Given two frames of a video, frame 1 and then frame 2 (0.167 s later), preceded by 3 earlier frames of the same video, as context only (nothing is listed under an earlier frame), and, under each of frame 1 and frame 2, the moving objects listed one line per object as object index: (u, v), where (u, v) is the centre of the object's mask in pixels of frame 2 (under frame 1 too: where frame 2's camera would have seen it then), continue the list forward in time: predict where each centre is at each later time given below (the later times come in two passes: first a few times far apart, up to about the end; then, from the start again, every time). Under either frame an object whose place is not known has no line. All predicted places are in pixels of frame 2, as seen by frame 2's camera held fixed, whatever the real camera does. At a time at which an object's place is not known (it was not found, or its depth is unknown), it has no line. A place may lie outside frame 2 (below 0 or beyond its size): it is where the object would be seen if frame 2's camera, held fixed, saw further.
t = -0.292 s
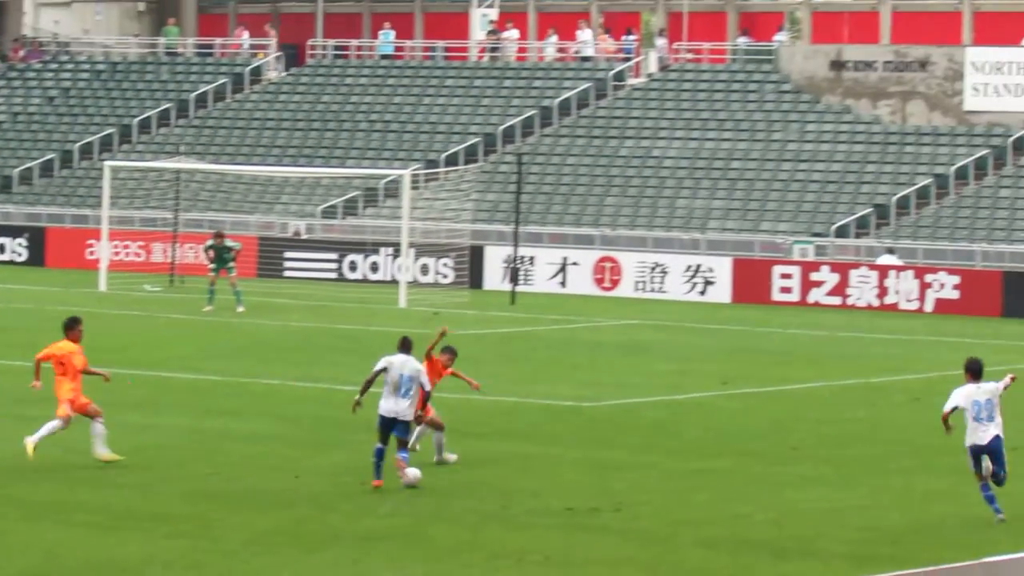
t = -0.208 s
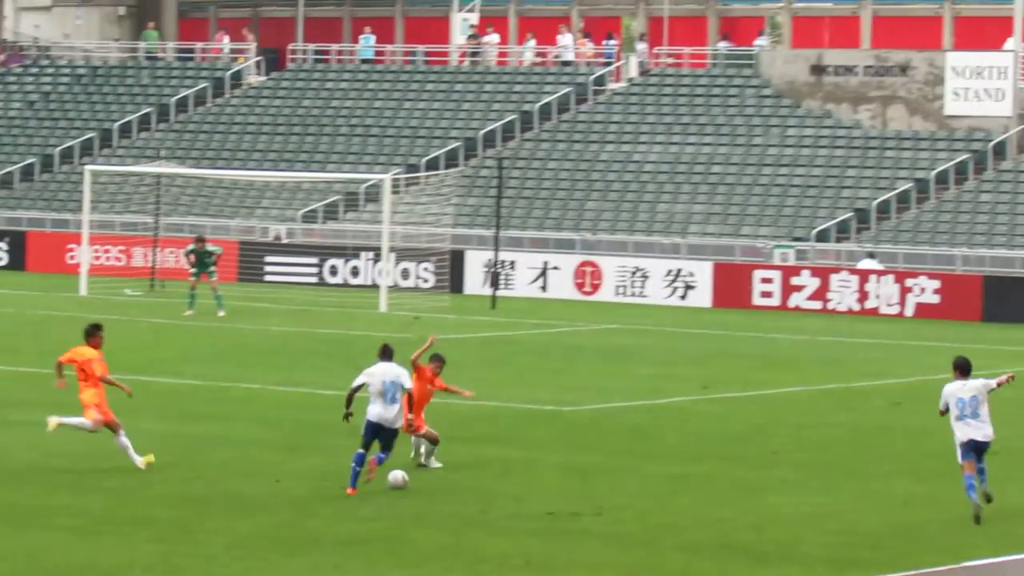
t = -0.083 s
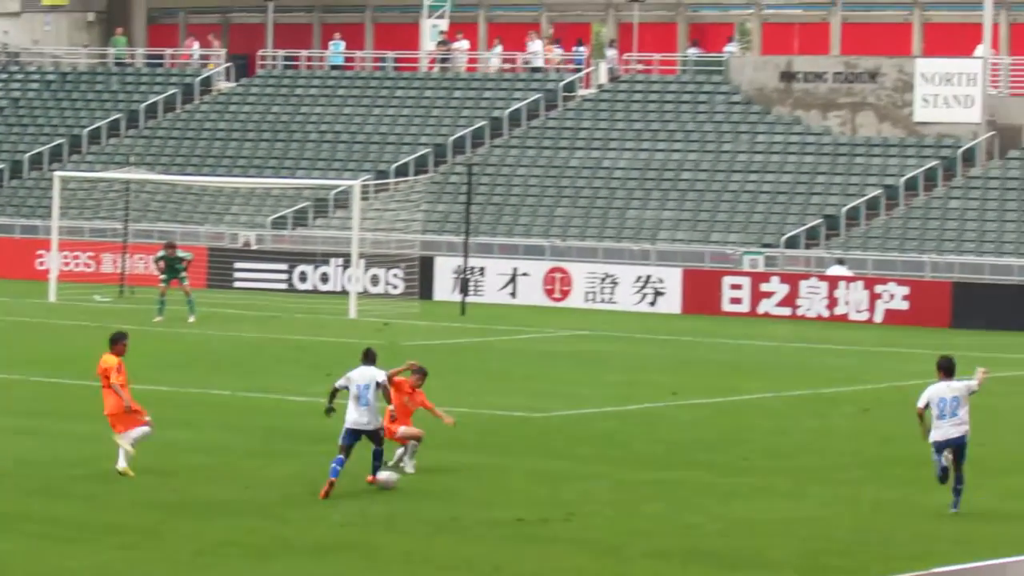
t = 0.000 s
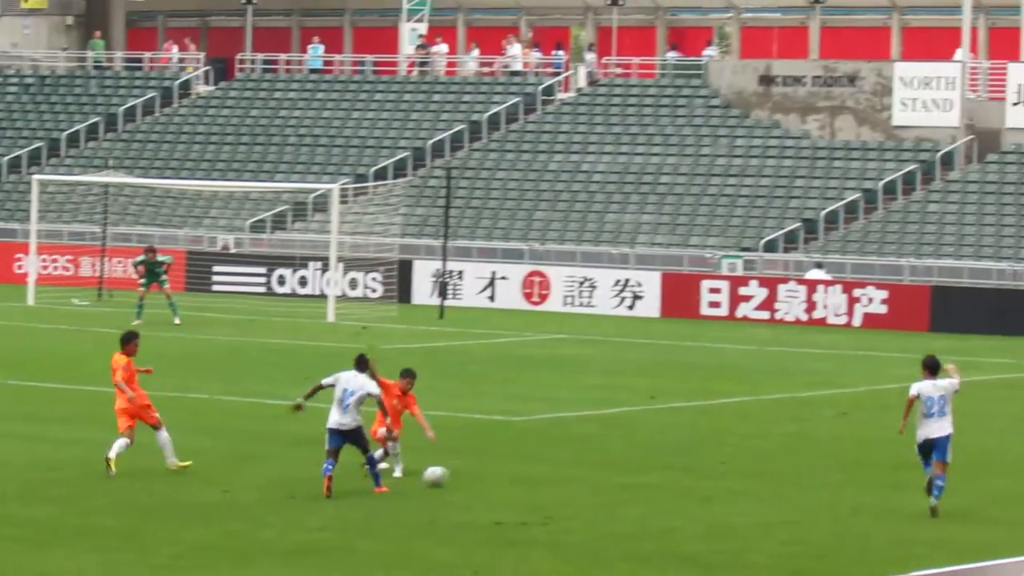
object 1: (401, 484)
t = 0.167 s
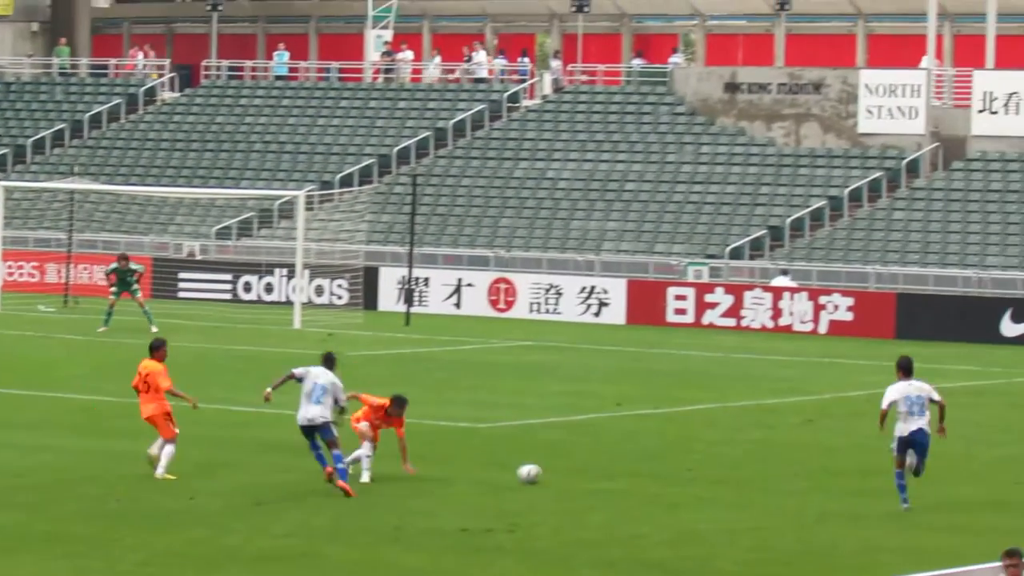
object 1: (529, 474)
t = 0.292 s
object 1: (612, 468)
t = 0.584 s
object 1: (772, 459)
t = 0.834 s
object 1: (879, 453)
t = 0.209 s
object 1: (557, 471)
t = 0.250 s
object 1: (585, 470)
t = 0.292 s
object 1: (612, 468)
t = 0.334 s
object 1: (636, 466)
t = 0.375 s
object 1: (661, 464)
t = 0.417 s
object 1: (685, 464)
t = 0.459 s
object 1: (709, 464)
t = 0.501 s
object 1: (730, 462)
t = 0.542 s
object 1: (751, 460)
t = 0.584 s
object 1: (772, 459)
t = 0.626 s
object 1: (792, 459)
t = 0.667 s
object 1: (811, 457)
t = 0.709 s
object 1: (829, 456)
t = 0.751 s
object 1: (847, 455)
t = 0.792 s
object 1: (864, 455)
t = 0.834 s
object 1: (879, 453)
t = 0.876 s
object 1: (895, 452)
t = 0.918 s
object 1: (910, 452)
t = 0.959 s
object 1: (924, 450)
